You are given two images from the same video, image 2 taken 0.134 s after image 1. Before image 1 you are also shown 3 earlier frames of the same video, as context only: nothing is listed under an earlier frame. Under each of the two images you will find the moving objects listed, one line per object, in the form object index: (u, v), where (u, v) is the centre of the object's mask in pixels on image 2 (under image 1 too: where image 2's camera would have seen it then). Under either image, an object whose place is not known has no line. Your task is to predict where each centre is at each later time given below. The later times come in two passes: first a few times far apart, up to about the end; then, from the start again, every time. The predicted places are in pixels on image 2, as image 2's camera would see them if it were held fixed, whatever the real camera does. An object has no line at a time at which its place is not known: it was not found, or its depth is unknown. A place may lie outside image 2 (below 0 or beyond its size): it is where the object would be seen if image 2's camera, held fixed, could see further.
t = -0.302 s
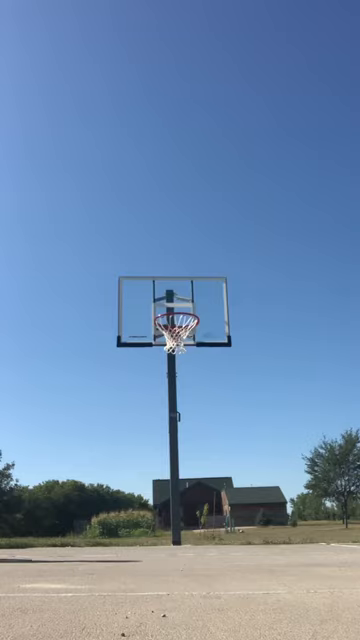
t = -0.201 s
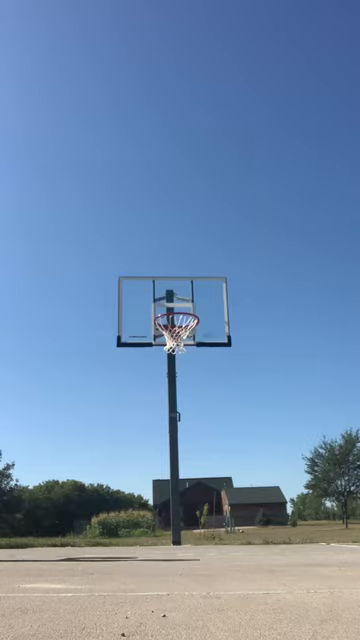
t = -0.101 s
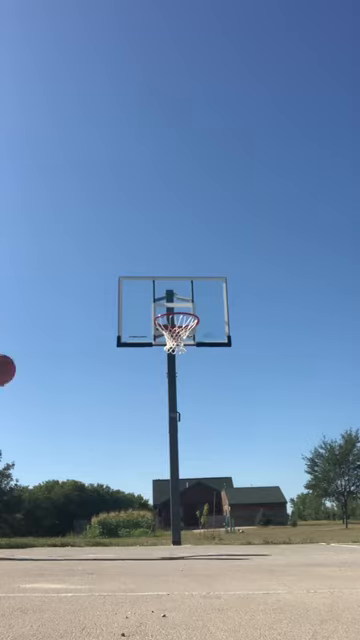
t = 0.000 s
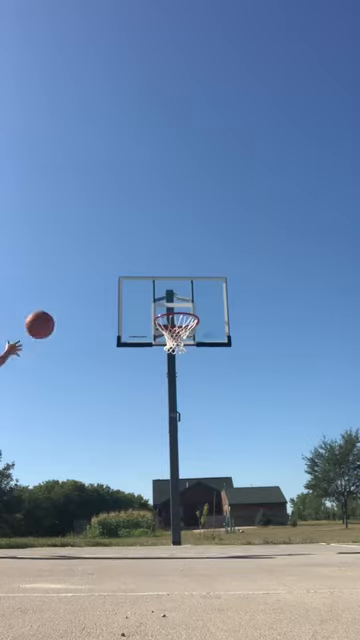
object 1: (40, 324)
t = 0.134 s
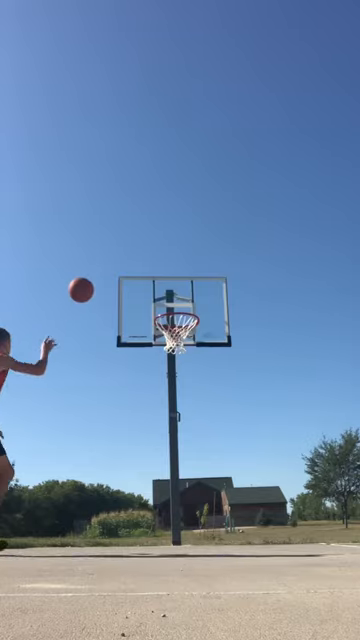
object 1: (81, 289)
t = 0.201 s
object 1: (98, 281)
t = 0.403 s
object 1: (142, 279)
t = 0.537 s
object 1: (162, 279)
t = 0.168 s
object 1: (90, 284)
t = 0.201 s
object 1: (98, 281)
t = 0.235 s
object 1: (107, 278)
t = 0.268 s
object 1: (114, 276)
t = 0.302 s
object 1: (122, 276)
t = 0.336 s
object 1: (129, 276)
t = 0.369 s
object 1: (136, 277)
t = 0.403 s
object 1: (142, 279)
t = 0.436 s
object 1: (149, 282)
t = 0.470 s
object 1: (154, 284)
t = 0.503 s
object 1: (158, 281)
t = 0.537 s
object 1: (162, 279)
